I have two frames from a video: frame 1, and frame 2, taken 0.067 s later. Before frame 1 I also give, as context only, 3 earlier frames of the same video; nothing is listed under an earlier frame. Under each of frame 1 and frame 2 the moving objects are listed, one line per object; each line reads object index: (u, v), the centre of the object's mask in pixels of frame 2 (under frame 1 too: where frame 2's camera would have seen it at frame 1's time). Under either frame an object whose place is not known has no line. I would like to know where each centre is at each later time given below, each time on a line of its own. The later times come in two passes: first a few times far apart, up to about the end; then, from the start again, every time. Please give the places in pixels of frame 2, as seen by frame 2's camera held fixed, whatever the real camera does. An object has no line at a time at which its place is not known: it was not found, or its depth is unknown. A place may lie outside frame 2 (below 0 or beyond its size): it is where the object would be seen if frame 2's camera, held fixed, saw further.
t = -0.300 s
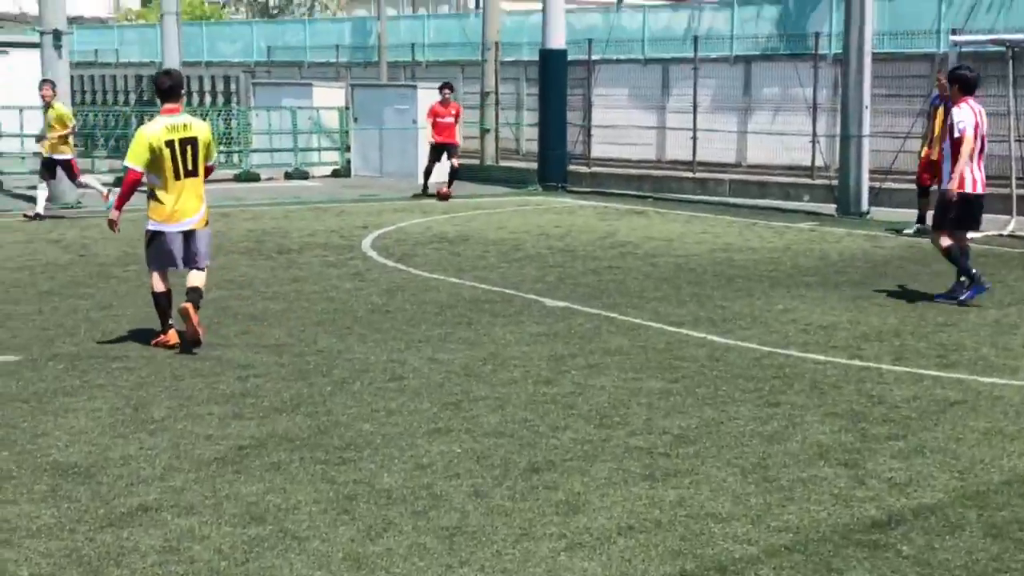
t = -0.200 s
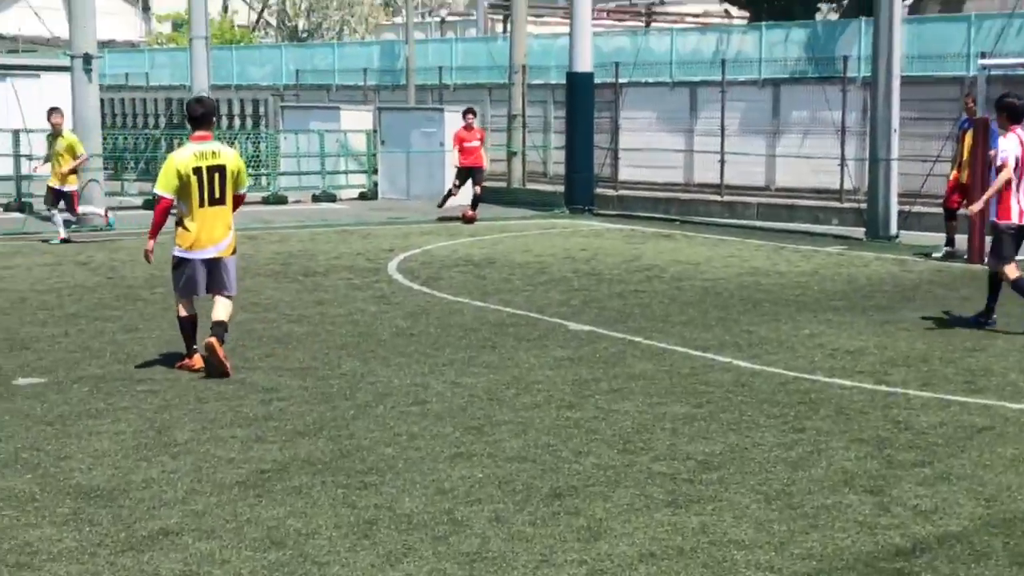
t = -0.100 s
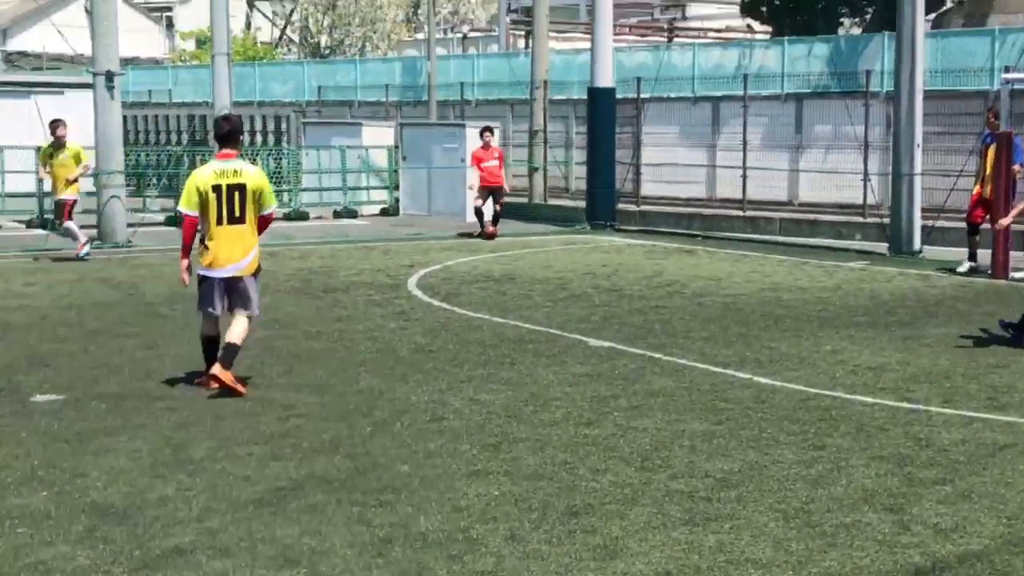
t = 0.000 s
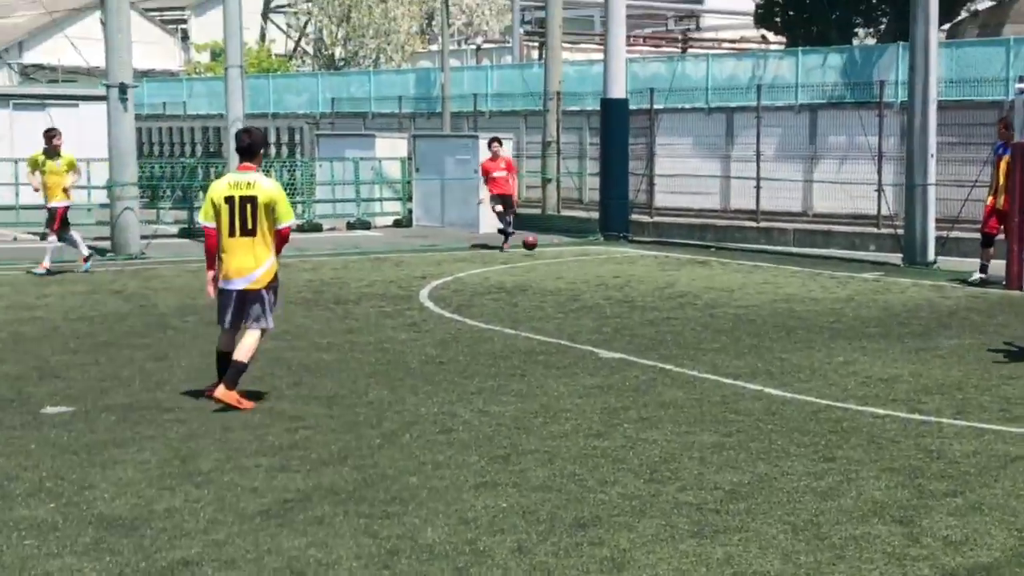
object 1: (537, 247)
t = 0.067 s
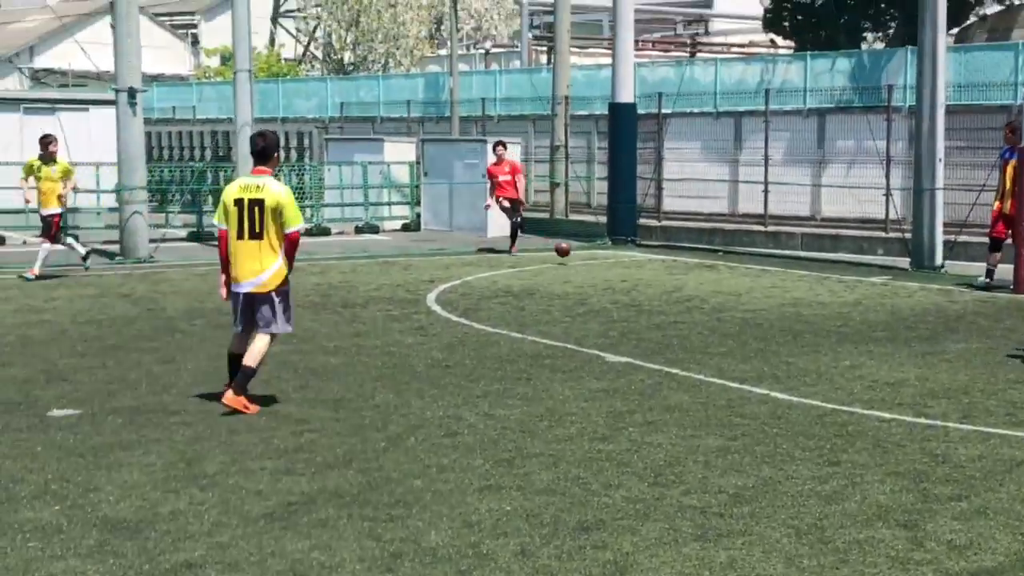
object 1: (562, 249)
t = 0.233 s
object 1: (635, 269)
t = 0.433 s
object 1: (729, 285)
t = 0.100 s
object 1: (576, 252)
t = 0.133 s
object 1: (591, 255)
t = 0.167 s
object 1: (605, 260)
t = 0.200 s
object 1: (620, 266)
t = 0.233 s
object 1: (635, 269)
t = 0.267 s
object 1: (650, 269)
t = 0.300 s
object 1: (664, 271)
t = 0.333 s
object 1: (680, 272)
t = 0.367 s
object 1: (696, 275)
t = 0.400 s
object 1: (712, 279)
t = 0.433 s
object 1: (729, 285)
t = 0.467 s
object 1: (744, 287)
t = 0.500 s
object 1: (760, 288)
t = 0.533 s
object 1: (776, 291)
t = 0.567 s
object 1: (793, 295)
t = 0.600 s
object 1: (810, 298)
